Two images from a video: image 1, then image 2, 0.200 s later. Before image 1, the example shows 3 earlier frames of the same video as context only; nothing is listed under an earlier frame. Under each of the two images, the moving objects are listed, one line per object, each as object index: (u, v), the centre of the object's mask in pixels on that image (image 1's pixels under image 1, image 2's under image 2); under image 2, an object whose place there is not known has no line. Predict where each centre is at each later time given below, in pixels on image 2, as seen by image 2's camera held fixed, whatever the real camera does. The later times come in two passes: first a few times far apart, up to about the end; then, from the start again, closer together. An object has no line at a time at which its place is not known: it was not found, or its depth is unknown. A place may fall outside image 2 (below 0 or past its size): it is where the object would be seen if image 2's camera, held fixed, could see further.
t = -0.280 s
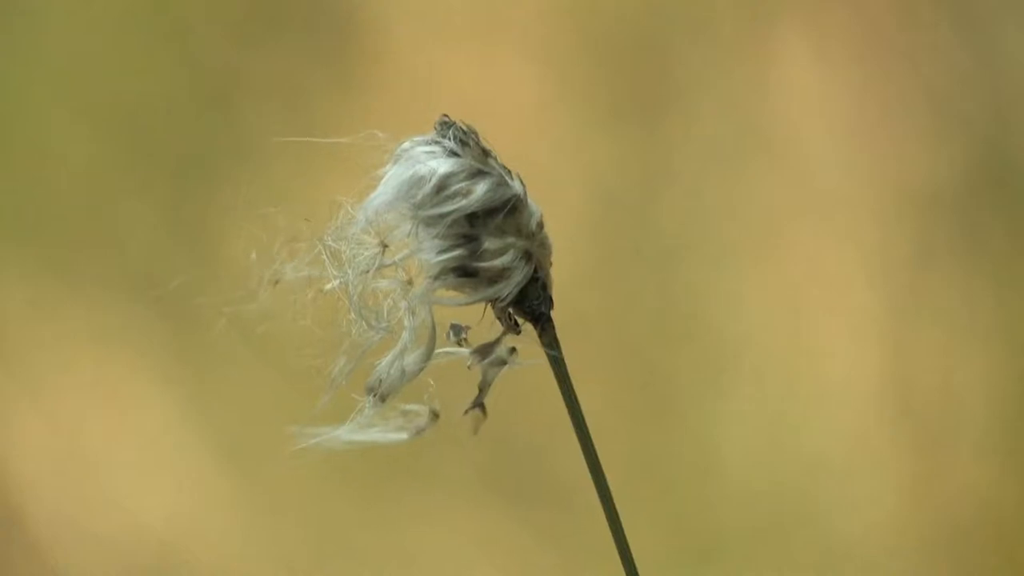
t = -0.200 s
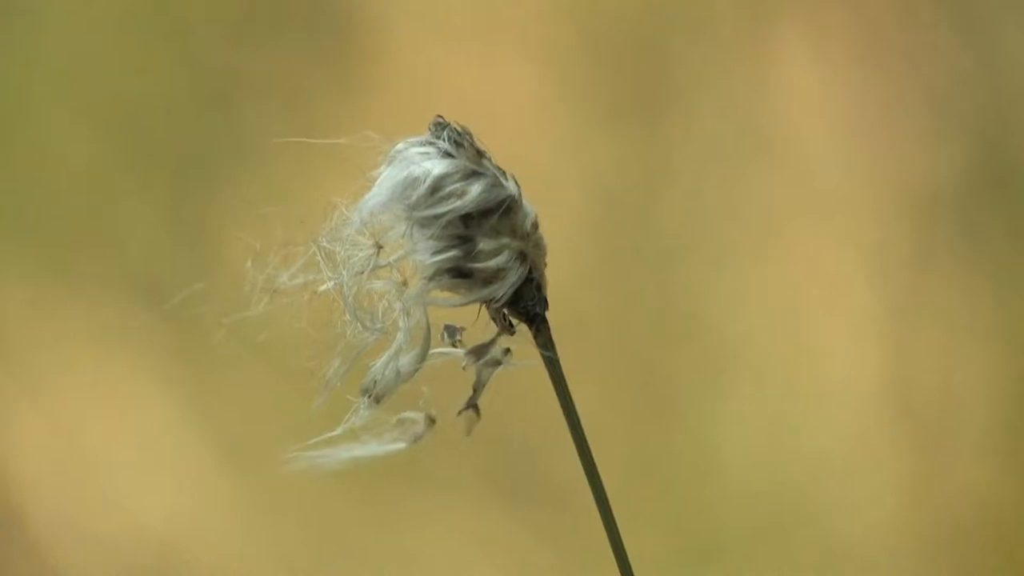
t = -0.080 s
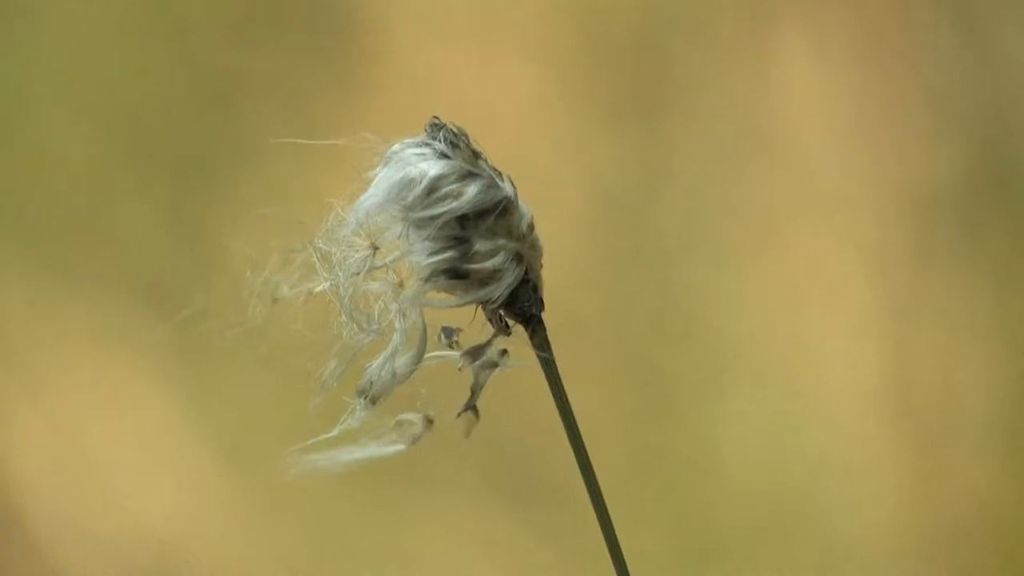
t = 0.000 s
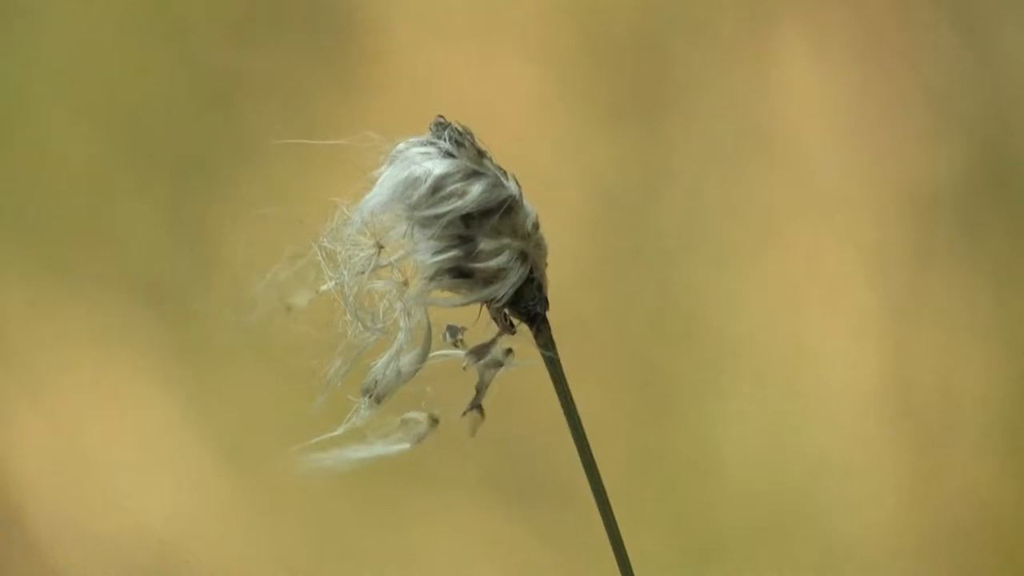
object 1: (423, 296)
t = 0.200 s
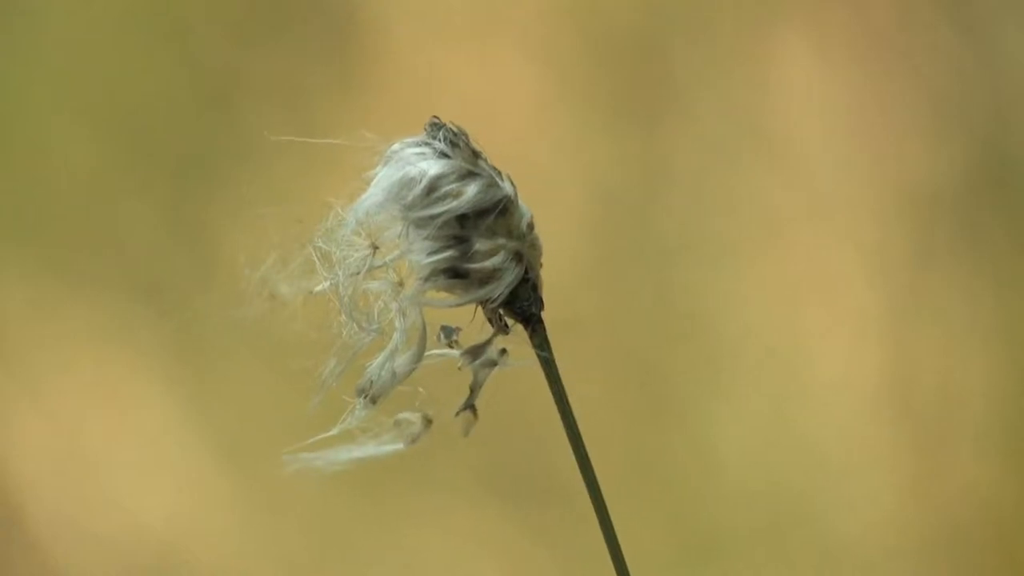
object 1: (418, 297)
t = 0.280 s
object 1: (416, 296)
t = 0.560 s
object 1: (395, 302)
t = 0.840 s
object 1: (408, 294)
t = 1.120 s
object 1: (390, 299)
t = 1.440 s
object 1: (416, 290)
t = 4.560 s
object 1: (415, 293)
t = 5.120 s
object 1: (419, 297)
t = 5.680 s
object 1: (418, 297)
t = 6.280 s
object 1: (420, 299)
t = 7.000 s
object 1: (412, 295)
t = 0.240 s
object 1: (416, 297)
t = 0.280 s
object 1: (416, 296)
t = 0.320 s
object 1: (415, 296)
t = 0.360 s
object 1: (412, 297)
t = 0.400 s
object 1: (409, 298)
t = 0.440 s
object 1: (405, 299)
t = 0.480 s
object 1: (400, 302)
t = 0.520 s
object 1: (397, 303)
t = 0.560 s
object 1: (395, 302)
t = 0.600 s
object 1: (393, 301)
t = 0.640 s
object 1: (396, 301)
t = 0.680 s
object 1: (399, 298)
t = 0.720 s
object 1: (402, 298)
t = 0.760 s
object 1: (405, 297)
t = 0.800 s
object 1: (408, 296)
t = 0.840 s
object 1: (408, 294)
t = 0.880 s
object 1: (407, 296)
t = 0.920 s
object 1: (402, 296)
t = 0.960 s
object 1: (396, 296)
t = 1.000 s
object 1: (393, 298)
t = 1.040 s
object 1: (389, 299)
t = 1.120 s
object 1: (390, 299)
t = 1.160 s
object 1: (394, 295)
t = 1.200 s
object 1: (400, 294)
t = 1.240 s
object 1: (407, 290)
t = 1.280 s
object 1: (412, 289)
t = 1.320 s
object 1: (417, 286)
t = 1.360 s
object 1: (417, 285)
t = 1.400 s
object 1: (419, 287)
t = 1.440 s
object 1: (416, 290)
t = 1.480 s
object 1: (415, 291)
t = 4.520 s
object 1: (416, 293)
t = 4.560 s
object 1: (415, 293)
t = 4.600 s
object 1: (416, 294)
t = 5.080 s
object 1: (419, 295)
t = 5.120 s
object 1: (419, 297)
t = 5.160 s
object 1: (421, 296)
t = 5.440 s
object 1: (423, 295)
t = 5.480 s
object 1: (422, 296)
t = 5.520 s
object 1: (421, 297)
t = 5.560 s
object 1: (419, 298)
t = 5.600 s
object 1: (419, 298)
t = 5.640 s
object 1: (418, 298)
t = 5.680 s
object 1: (418, 297)
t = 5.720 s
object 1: (420, 296)
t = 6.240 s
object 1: (421, 299)
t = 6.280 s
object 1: (420, 299)
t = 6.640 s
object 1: (405, 295)
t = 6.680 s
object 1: (416, 296)
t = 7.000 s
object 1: (412, 295)
